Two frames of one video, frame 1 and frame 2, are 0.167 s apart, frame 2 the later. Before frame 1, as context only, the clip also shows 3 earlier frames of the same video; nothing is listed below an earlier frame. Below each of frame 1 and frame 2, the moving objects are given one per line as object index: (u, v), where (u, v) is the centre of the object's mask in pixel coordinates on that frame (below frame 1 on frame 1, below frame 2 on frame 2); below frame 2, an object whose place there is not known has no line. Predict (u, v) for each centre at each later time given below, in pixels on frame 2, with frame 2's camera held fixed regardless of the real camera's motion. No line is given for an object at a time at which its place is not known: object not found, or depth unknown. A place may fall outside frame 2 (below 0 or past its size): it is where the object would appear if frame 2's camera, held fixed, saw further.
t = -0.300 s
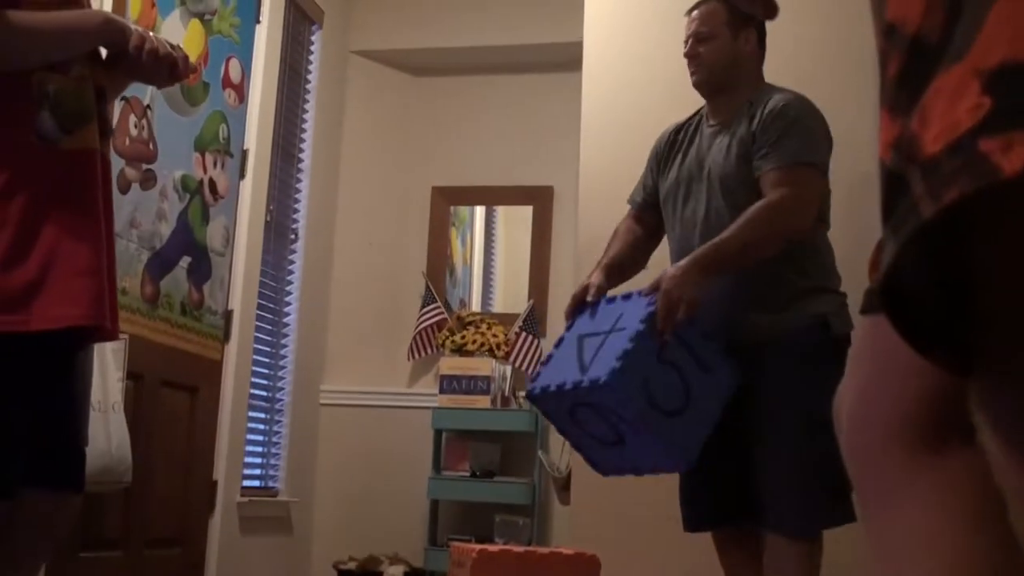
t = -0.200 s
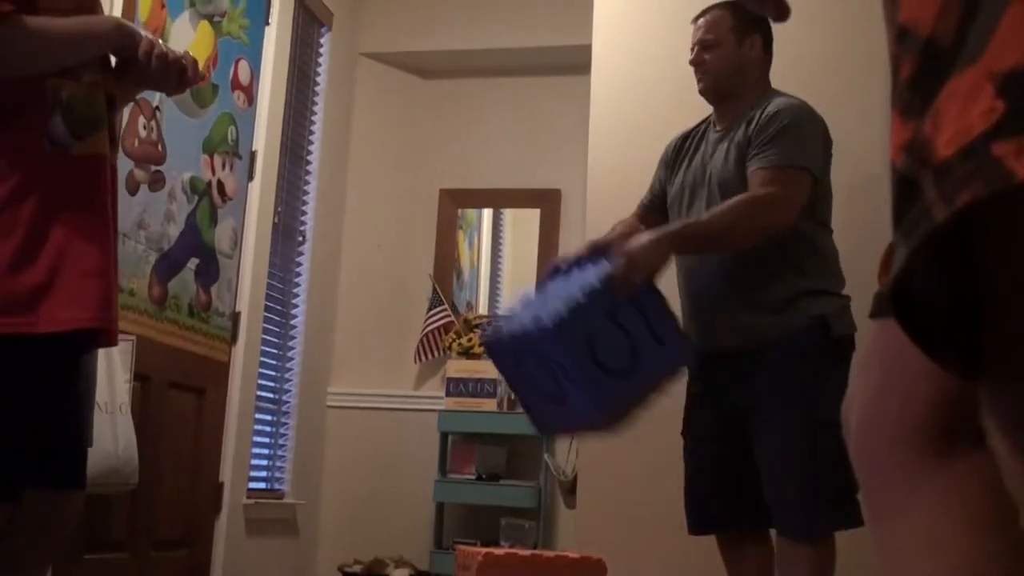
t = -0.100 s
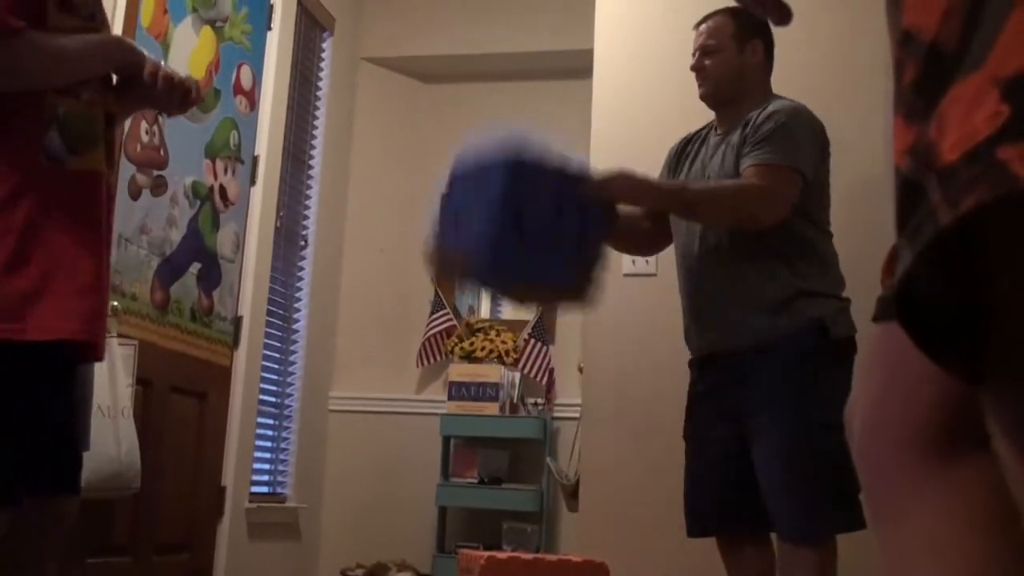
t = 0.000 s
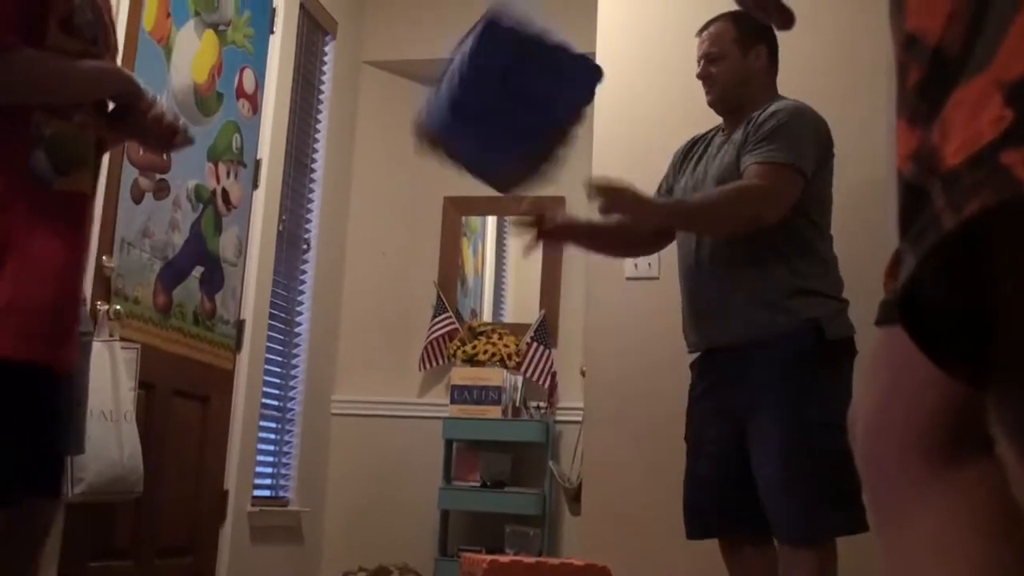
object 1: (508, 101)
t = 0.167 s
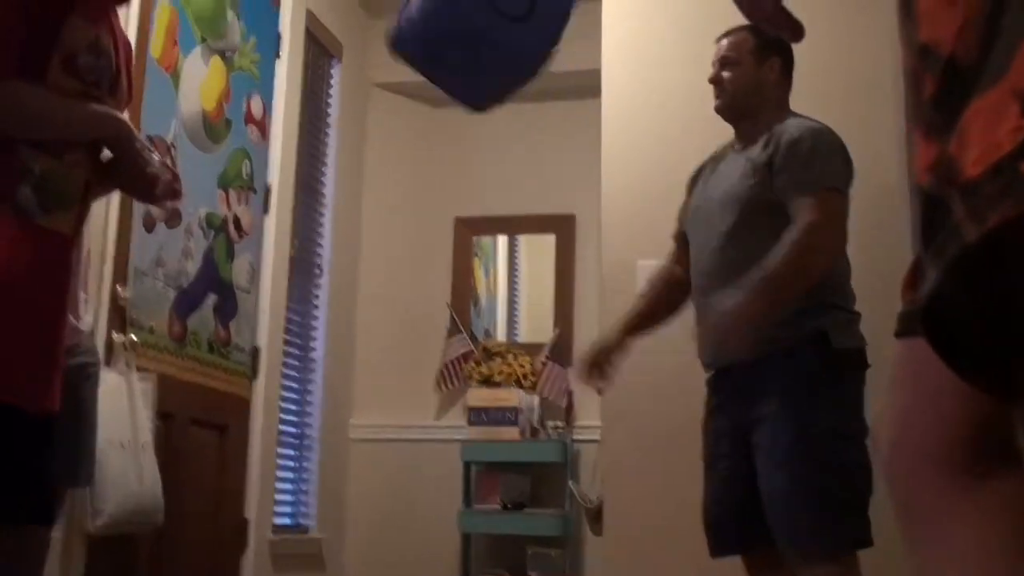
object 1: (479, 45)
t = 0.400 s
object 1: (437, 55)
